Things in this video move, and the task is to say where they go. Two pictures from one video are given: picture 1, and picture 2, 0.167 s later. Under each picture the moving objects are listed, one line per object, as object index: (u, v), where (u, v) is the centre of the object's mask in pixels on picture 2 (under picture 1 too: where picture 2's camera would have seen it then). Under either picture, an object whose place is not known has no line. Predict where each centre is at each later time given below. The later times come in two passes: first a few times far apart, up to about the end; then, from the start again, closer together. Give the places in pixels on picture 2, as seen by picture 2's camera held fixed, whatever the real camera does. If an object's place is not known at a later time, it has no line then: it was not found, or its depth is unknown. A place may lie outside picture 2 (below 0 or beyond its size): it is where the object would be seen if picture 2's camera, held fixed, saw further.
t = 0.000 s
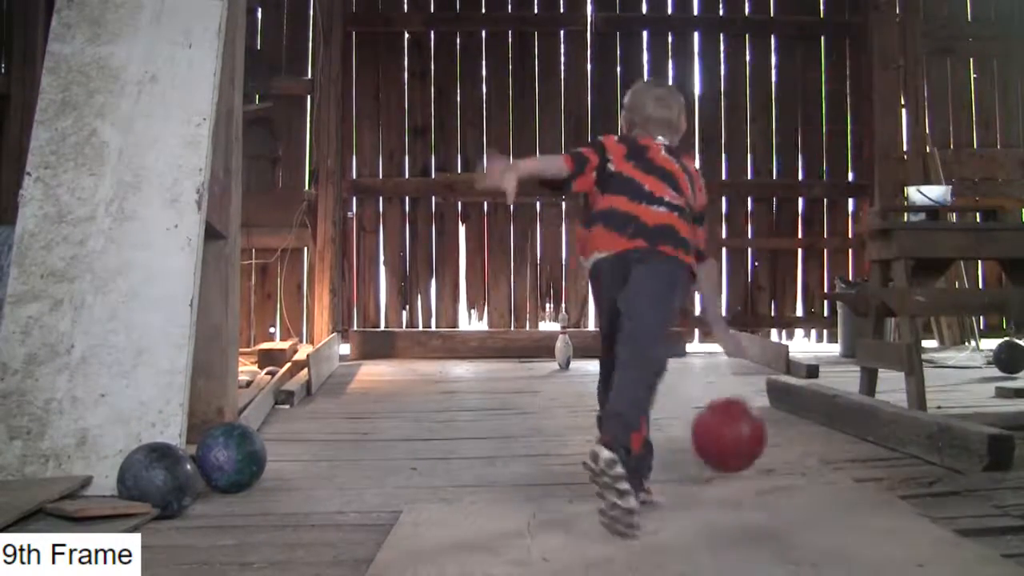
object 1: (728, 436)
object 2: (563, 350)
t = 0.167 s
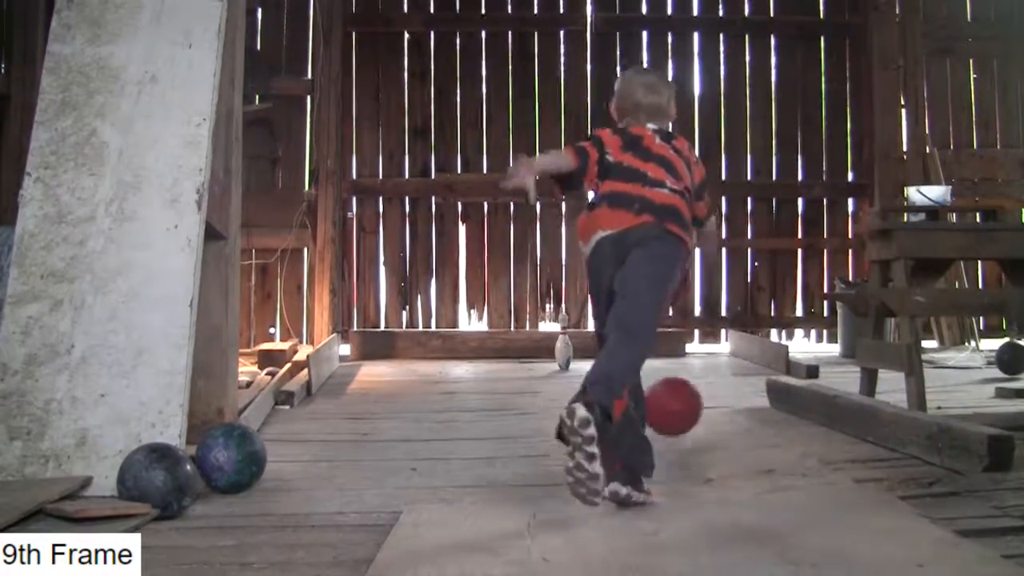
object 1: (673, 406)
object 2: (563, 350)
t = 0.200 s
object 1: (666, 405)
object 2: (563, 350)
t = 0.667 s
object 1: (584, 369)
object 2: (563, 350)
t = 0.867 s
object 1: (573, 361)
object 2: (562, 341)
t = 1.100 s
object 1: (553, 352)
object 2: (569, 340)
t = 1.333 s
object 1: (531, 348)
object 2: (569, 345)
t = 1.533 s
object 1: (518, 336)
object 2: (568, 350)
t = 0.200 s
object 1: (666, 405)
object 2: (563, 350)
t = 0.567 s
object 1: (589, 377)
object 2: (563, 350)
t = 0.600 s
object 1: (587, 375)
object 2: (563, 350)
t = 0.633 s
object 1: (586, 375)
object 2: (563, 350)
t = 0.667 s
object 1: (584, 369)
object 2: (563, 350)
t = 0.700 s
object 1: (582, 367)
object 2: (563, 348)
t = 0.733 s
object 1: (581, 367)
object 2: (563, 348)
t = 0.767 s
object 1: (580, 366)
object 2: (562, 347)
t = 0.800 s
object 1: (578, 363)
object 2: (561, 344)
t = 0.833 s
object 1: (576, 363)
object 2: (561, 343)
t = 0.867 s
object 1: (573, 361)
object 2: (562, 341)
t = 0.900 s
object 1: (570, 359)
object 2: (562, 338)
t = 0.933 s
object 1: (567, 359)
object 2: (562, 337)
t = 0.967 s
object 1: (565, 357)
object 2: (563, 336)
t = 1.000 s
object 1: (563, 355)
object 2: (563, 335)
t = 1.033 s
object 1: (560, 355)
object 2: (563, 335)
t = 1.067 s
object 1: (557, 354)
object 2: (565, 335)
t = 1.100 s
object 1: (553, 352)
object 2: (569, 340)
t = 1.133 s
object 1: (550, 353)
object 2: (569, 339)
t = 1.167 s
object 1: (547, 351)
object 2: (572, 338)
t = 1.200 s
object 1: (543, 351)
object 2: (572, 341)
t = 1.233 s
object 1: (541, 350)
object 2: (574, 340)
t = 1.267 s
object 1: (537, 349)
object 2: (574, 341)
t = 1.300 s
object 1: (535, 349)
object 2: (571, 343)
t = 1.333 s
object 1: (531, 348)
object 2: (569, 345)
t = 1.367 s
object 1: (529, 349)
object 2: (568, 346)
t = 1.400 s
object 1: (526, 348)
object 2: (568, 349)
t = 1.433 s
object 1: (523, 346)
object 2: (569, 348)
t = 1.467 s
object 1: (521, 344)
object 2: (570, 348)
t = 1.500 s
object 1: (519, 341)
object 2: (569, 350)
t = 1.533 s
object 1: (518, 336)
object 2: (568, 350)
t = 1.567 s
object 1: (517, 334)
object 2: (566, 351)
